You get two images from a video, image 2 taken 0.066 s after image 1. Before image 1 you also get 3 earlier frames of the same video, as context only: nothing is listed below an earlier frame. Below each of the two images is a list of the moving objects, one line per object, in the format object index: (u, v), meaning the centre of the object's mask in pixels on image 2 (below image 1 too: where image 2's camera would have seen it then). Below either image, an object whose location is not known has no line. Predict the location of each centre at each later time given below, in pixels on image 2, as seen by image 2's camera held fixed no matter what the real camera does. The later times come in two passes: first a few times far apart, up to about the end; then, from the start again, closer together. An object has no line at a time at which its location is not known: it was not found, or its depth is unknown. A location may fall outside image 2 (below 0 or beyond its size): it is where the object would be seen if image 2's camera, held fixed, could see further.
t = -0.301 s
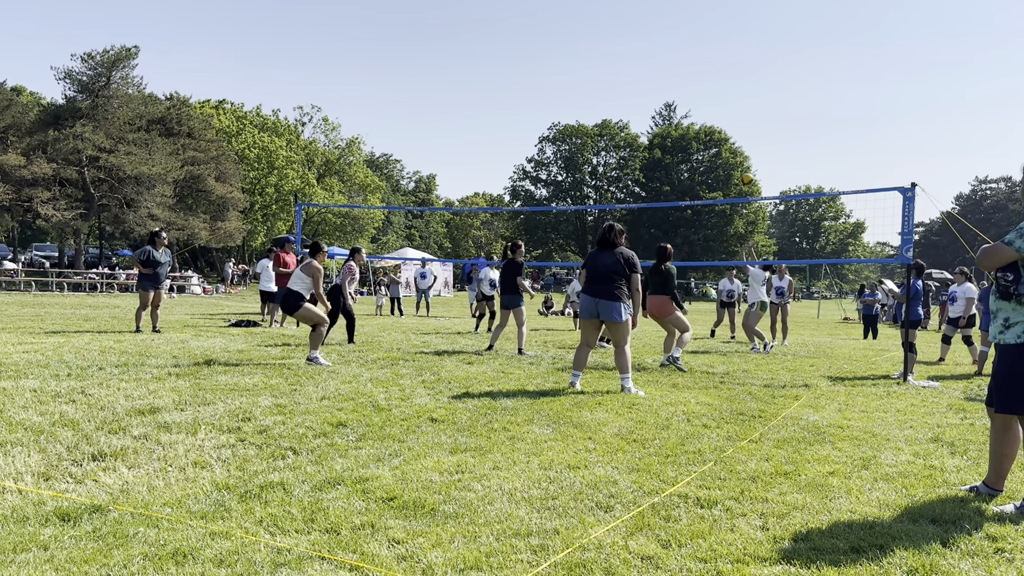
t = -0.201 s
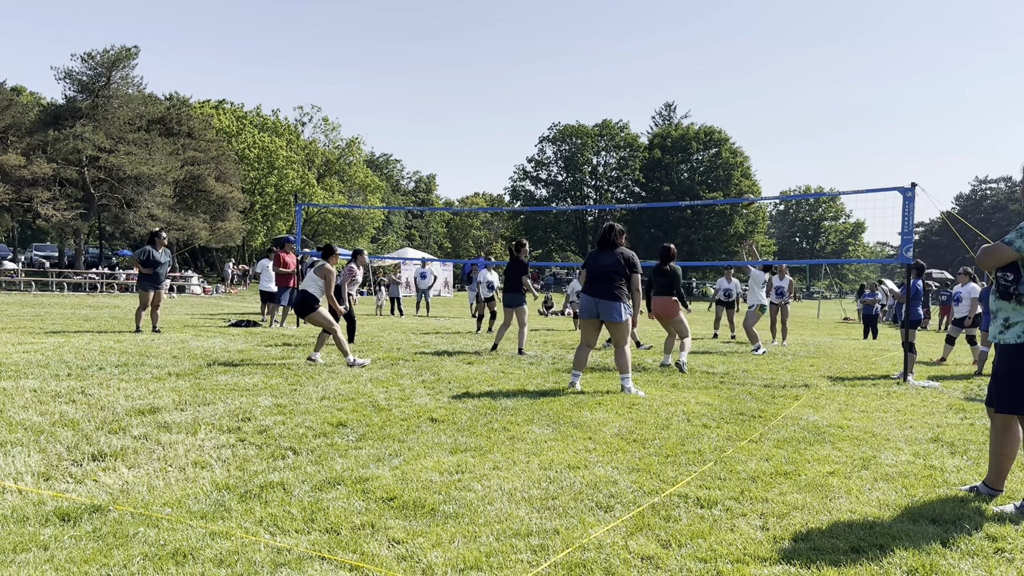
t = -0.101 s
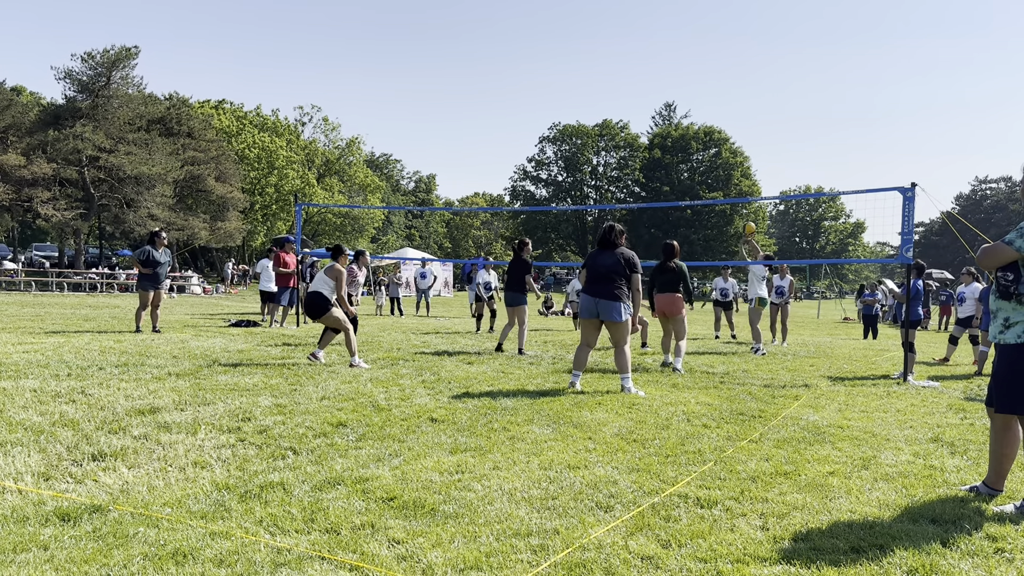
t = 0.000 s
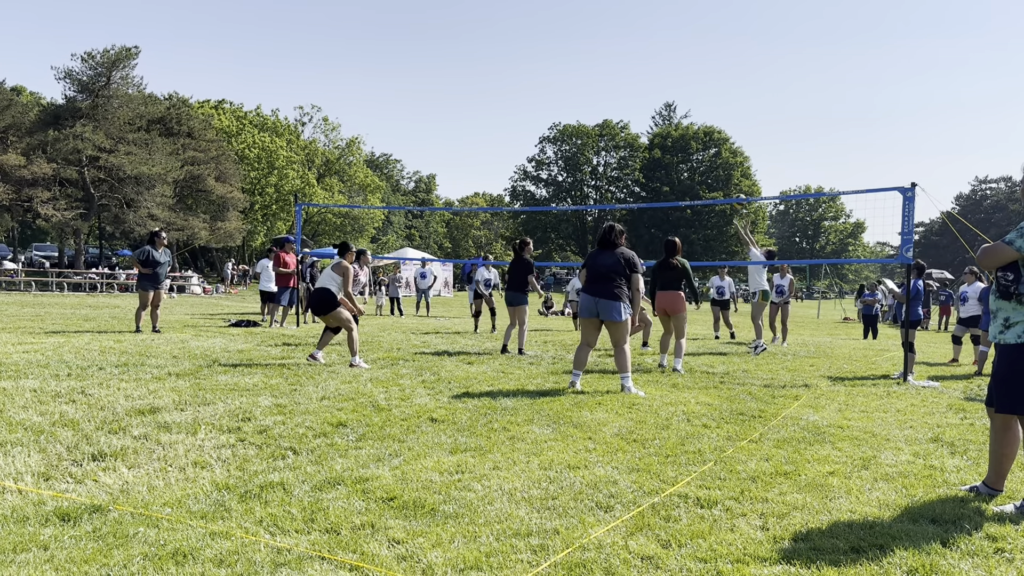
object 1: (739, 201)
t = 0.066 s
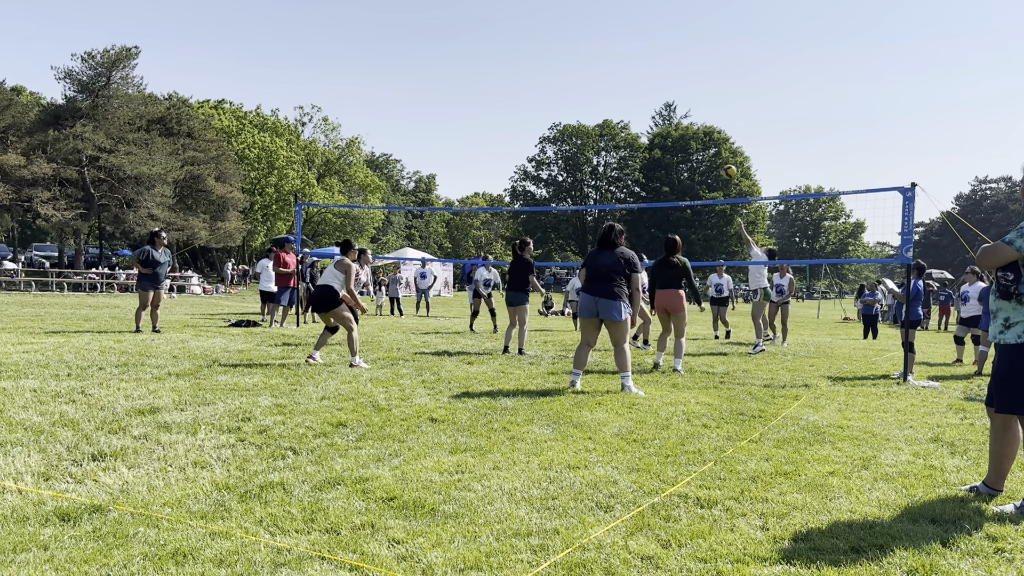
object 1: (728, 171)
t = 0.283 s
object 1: (697, 98)
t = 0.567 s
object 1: (655, 50)
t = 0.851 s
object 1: (611, 54)
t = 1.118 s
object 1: (571, 106)
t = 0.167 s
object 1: (714, 134)
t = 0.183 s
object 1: (711, 128)
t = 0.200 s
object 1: (709, 123)
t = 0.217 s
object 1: (706, 118)
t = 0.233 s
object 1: (704, 113)
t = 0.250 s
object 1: (701, 108)
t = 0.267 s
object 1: (699, 103)
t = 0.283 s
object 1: (697, 98)
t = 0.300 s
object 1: (694, 94)
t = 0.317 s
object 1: (692, 90)
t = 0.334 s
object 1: (689, 86)
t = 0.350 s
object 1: (687, 82)
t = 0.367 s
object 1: (684, 79)
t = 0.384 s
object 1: (682, 75)
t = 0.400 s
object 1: (679, 72)
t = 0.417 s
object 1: (677, 69)
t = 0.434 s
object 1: (675, 66)
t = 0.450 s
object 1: (672, 63)
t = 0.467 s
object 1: (670, 61)
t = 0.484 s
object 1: (667, 59)
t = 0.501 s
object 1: (665, 57)
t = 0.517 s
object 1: (663, 54)
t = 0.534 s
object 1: (660, 53)
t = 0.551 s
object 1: (658, 51)
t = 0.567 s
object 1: (655, 50)
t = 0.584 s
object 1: (653, 49)
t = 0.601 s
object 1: (650, 47)
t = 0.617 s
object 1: (648, 47)
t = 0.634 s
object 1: (645, 46)
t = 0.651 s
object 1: (643, 45)
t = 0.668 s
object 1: (640, 45)
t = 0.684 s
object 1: (638, 45)
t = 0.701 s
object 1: (636, 45)
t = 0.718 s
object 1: (631, 45)
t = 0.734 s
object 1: (628, 46)
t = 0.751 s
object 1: (626, 46)
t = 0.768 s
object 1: (623, 47)
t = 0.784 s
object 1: (621, 49)
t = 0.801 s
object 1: (618, 50)
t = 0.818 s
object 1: (616, 51)
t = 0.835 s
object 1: (613, 53)
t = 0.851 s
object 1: (611, 54)
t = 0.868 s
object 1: (608, 56)
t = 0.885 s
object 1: (606, 59)
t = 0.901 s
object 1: (603, 61)
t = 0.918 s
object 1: (601, 63)
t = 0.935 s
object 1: (598, 66)
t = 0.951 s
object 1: (596, 69)
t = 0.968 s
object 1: (593, 72)
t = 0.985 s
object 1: (591, 75)
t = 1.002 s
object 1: (588, 78)
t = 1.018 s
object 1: (586, 82)
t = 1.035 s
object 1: (583, 85)
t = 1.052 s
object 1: (581, 89)
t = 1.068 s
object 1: (578, 93)
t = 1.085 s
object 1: (576, 97)
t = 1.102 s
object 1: (573, 102)
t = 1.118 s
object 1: (571, 106)
